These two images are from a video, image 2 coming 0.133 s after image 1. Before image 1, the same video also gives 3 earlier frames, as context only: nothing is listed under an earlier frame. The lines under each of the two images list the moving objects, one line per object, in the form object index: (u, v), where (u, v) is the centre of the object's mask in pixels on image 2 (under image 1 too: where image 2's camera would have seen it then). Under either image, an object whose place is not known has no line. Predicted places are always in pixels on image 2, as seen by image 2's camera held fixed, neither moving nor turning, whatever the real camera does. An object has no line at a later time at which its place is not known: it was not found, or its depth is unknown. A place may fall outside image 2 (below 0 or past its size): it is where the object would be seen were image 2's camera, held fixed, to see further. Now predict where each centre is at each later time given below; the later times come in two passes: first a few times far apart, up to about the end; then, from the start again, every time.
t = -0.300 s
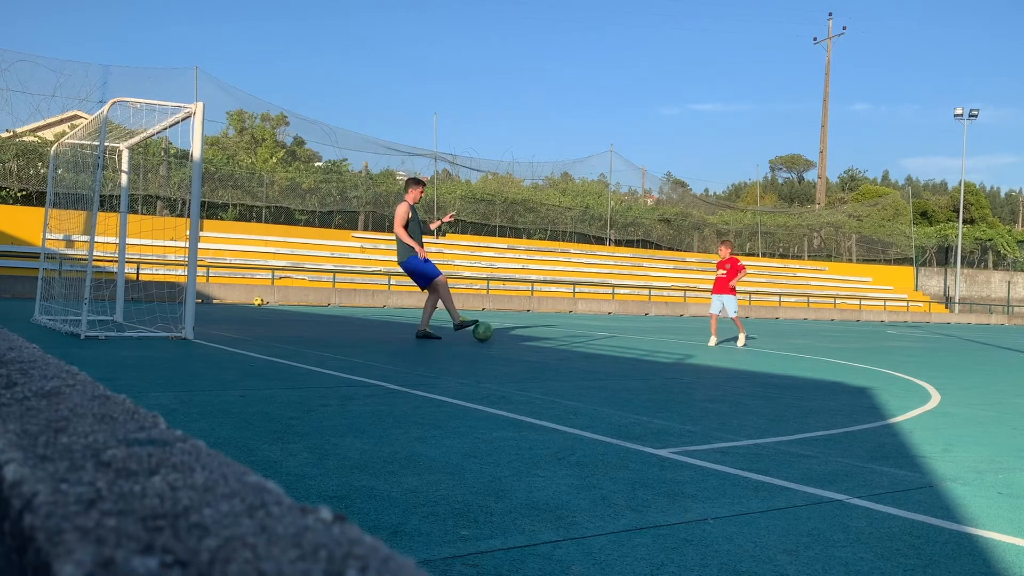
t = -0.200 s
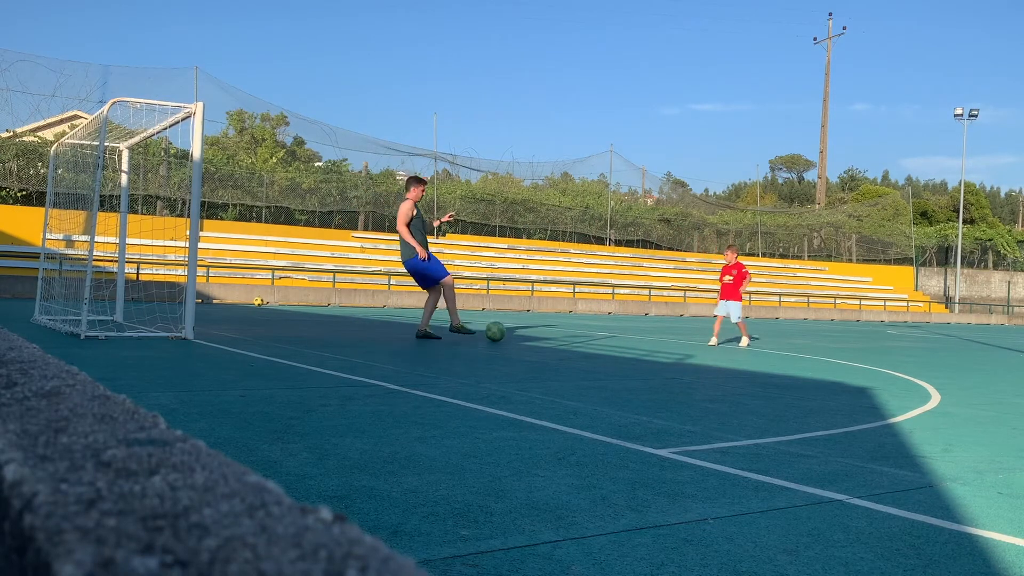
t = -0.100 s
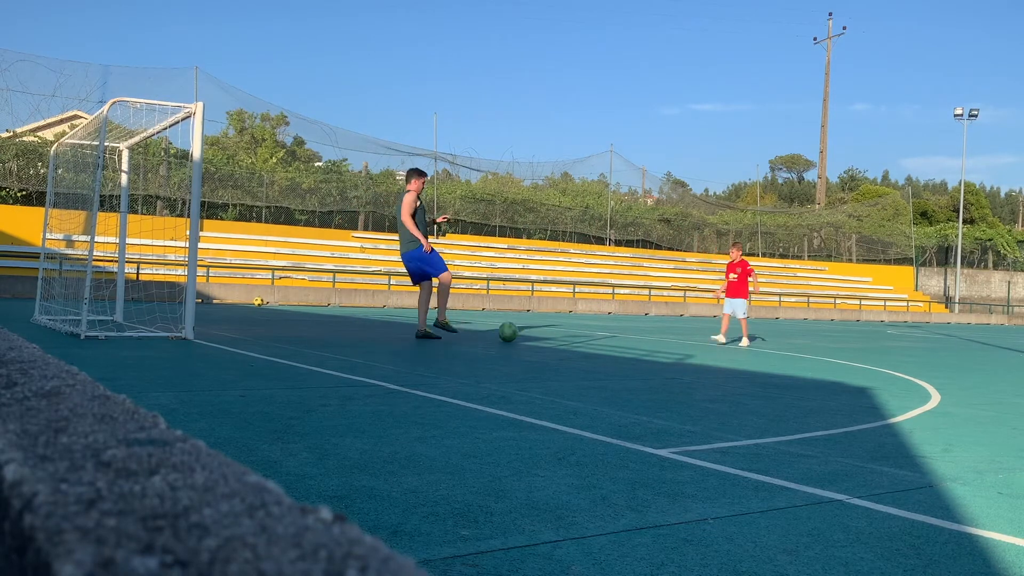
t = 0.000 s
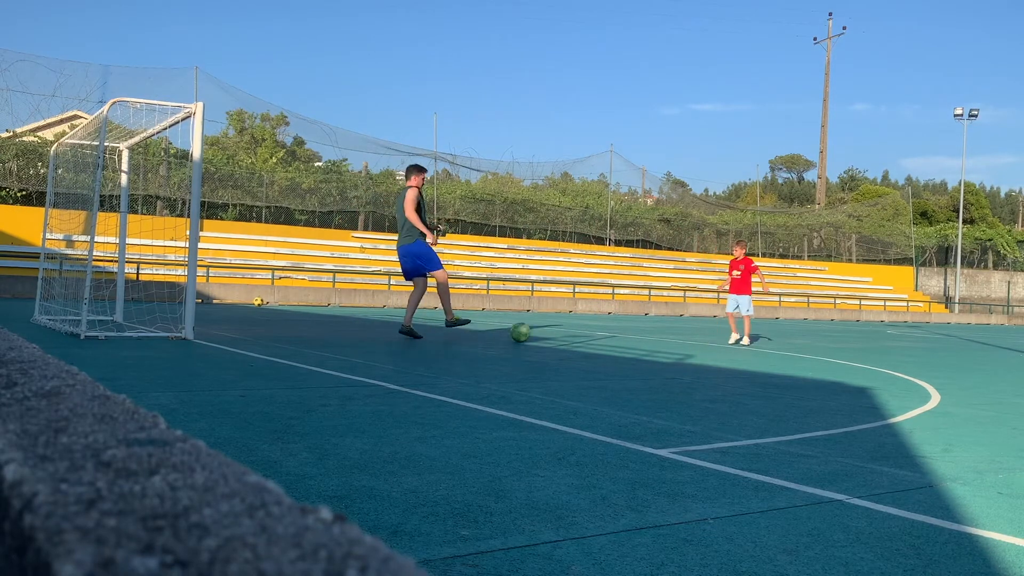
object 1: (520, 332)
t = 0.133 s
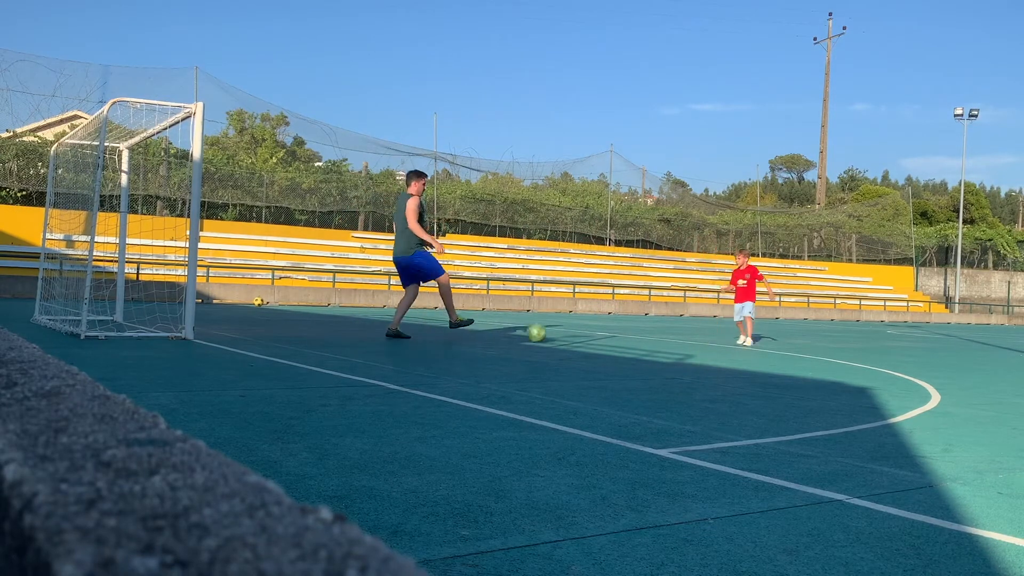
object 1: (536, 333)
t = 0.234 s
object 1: (548, 333)
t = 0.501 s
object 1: (578, 333)
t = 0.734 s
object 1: (602, 334)
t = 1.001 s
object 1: (629, 334)
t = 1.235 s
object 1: (652, 335)
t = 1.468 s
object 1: (673, 335)
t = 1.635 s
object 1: (688, 336)
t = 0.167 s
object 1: (540, 333)
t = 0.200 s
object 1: (544, 333)
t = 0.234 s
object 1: (548, 333)
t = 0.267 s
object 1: (552, 333)
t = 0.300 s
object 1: (555, 333)
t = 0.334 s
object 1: (559, 333)
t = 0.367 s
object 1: (563, 333)
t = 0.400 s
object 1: (567, 333)
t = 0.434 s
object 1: (571, 333)
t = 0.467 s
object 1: (574, 333)
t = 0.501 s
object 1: (578, 333)
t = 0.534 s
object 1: (581, 333)
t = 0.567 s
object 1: (585, 333)
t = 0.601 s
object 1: (588, 333)
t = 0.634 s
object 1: (592, 333)
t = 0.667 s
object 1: (596, 333)
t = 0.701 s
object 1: (599, 333)
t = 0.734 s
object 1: (602, 334)
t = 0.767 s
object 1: (606, 334)
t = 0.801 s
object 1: (609, 334)
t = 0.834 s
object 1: (613, 334)
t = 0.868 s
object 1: (616, 334)
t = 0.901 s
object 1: (620, 334)
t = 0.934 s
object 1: (623, 334)
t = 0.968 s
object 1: (626, 334)
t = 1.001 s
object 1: (629, 334)
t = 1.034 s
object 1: (633, 334)
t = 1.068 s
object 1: (636, 334)
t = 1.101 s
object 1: (639, 335)
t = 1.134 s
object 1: (643, 334)
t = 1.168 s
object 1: (645, 335)
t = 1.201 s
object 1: (648, 334)
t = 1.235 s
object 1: (652, 335)
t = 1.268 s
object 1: (655, 335)
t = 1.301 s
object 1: (658, 335)
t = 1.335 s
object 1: (661, 335)
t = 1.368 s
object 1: (664, 335)
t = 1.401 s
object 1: (667, 335)
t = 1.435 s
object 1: (670, 335)
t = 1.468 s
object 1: (673, 335)
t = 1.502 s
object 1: (676, 335)
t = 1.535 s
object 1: (679, 336)
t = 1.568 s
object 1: (682, 336)
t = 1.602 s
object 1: (685, 336)
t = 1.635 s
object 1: (688, 336)
